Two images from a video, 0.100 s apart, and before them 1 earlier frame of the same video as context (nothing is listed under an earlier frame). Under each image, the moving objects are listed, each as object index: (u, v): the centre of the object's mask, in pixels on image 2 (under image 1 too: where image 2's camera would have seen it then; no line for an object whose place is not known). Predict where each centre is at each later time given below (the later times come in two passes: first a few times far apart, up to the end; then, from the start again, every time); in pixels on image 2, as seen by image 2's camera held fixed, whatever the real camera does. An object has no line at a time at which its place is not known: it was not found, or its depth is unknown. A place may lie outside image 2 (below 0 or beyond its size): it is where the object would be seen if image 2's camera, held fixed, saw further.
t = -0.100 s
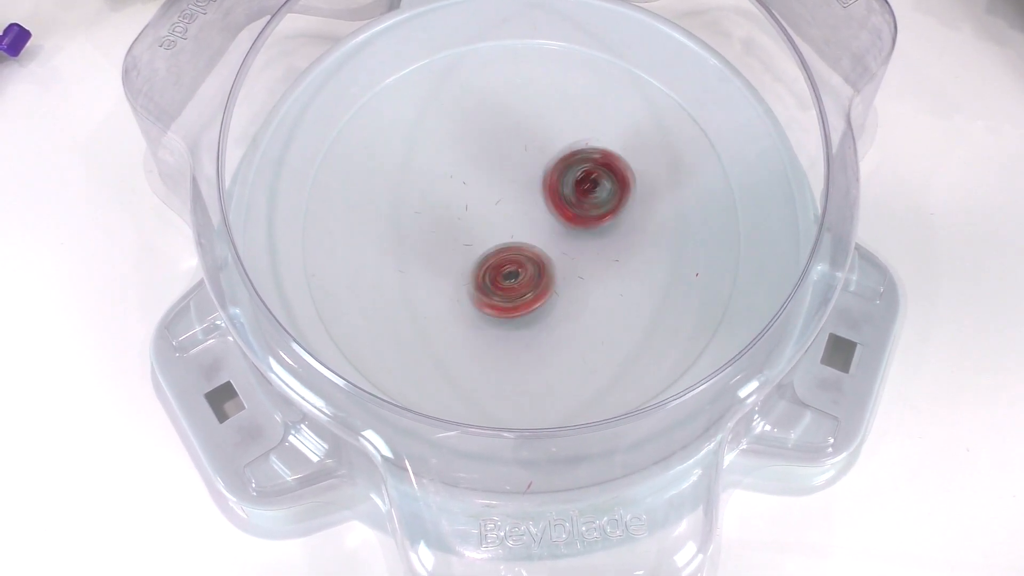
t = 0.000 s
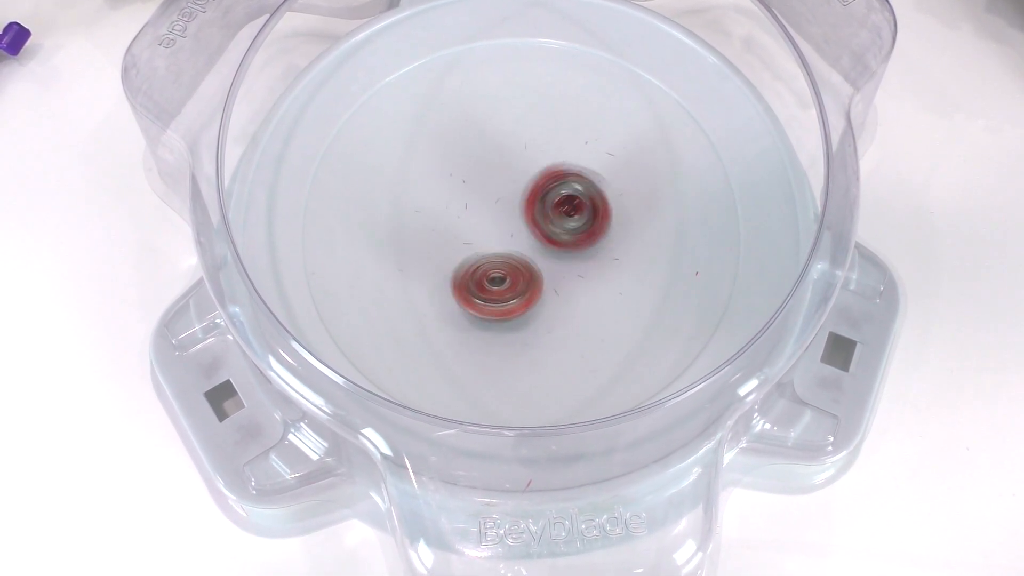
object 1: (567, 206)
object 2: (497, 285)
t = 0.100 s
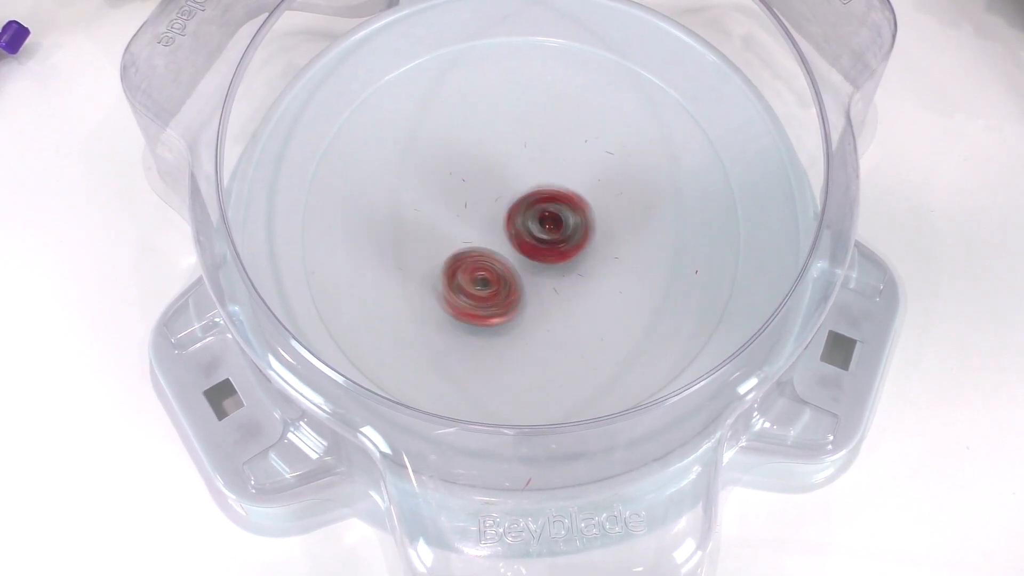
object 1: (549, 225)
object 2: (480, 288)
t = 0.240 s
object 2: (463, 270)
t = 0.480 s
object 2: (477, 220)
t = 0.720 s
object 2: (505, 214)
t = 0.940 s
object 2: (484, 249)
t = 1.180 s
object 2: (464, 296)
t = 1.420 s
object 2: (476, 295)
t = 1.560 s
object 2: (469, 293)
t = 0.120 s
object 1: (545, 224)
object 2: (474, 288)
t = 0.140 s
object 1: (547, 228)
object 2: (470, 286)
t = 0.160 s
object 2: (467, 282)
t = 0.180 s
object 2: (467, 280)
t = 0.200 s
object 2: (465, 277)
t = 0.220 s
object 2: (463, 273)
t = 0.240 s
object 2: (463, 270)
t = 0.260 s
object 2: (461, 265)
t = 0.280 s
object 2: (461, 260)
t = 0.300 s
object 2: (462, 255)
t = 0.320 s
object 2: (460, 250)
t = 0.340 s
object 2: (461, 246)
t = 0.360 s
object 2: (463, 240)
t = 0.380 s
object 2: (466, 237)
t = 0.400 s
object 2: (468, 233)
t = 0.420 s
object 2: (472, 230)
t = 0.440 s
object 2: (476, 228)
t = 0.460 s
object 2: (478, 225)
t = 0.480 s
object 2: (477, 220)
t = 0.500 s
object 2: (474, 216)
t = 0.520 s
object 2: (473, 212)
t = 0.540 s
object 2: (475, 207)
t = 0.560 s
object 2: (480, 205)
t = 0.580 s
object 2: (486, 202)
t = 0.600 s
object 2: (493, 205)
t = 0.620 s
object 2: (496, 206)
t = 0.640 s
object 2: (500, 208)
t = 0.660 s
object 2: (501, 212)
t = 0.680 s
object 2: (501, 214)
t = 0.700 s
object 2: (501, 214)
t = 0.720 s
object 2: (505, 214)
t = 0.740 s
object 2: (507, 215)
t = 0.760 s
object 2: (510, 217)
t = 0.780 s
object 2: (510, 220)
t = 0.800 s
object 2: (507, 222)
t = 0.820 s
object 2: (507, 222)
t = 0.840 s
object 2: (508, 223)
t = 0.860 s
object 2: (506, 226)
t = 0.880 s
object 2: (501, 230)
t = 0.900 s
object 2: (493, 237)
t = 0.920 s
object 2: (489, 242)
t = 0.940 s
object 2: (484, 249)
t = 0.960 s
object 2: (478, 256)
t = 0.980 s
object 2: (476, 261)
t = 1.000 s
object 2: (471, 268)
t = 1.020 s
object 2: (468, 272)
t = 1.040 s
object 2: (467, 278)
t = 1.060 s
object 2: (466, 281)
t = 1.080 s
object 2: (466, 285)
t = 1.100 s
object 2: (466, 289)
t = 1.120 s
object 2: (464, 292)
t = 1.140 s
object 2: (464, 294)
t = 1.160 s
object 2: (464, 294)
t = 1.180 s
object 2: (464, 296)
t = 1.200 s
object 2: (462, 297)
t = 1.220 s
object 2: (463, 297)
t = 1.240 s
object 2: (463, 297)
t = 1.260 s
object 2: (465, 296)
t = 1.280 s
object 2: (467, 294)
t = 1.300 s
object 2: (469, 295)
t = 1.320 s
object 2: (473, 294)
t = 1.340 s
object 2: (478, 294)
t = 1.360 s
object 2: (479, 297)
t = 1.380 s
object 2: (478, 296)
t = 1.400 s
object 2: (478, 296)
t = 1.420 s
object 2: (476, 295)
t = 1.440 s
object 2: (475, 294)
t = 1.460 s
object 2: (473, 293)
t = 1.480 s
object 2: (472, 293)
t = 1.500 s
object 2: (471, 293)
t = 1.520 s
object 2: (470, 293)
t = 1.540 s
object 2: (469, 293)
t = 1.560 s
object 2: (469, 293)
